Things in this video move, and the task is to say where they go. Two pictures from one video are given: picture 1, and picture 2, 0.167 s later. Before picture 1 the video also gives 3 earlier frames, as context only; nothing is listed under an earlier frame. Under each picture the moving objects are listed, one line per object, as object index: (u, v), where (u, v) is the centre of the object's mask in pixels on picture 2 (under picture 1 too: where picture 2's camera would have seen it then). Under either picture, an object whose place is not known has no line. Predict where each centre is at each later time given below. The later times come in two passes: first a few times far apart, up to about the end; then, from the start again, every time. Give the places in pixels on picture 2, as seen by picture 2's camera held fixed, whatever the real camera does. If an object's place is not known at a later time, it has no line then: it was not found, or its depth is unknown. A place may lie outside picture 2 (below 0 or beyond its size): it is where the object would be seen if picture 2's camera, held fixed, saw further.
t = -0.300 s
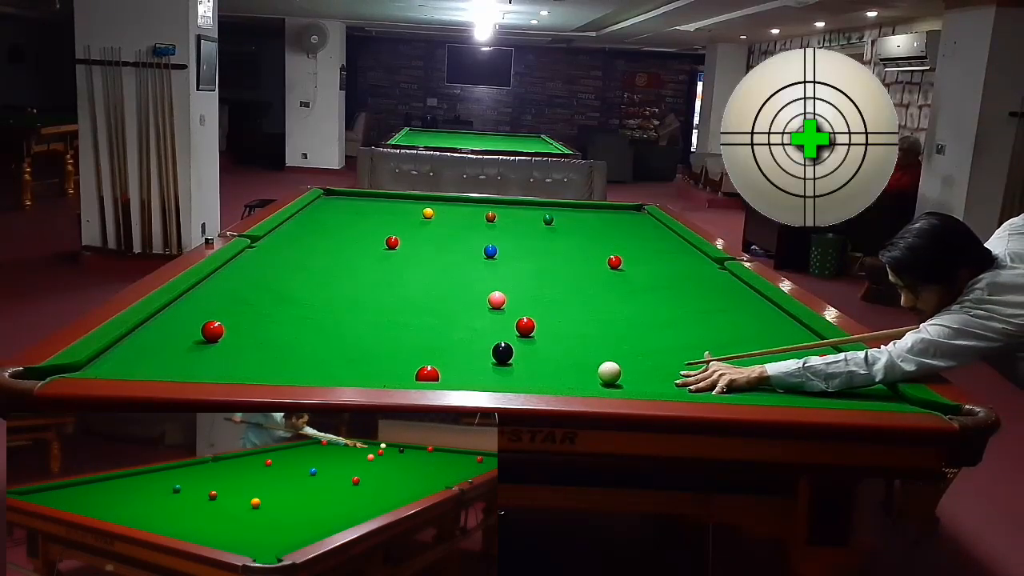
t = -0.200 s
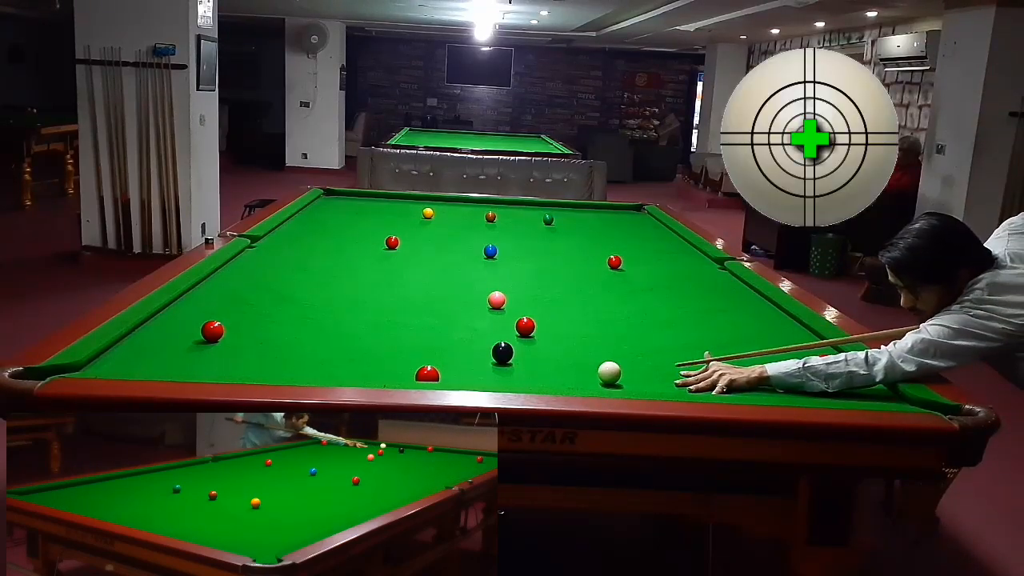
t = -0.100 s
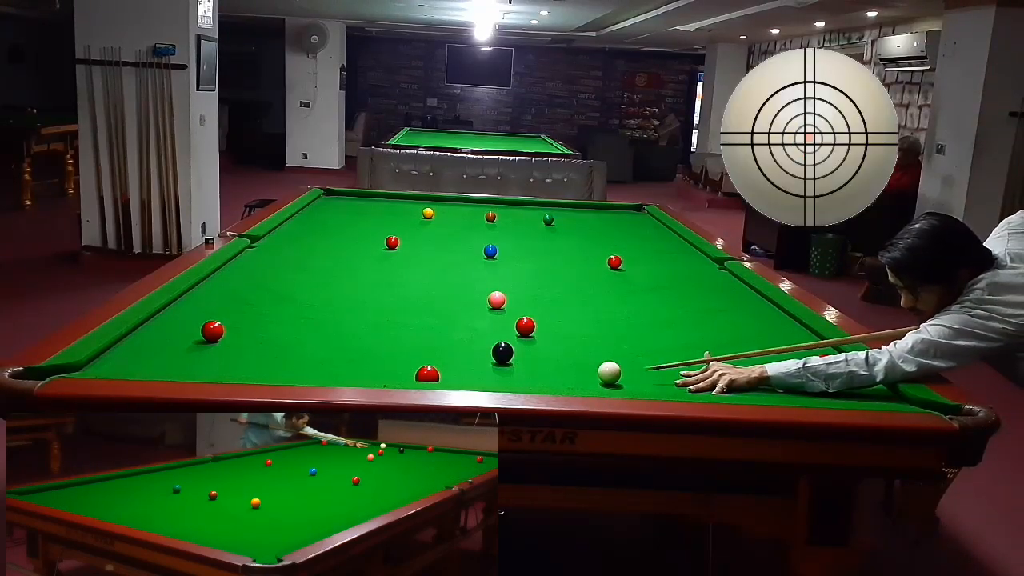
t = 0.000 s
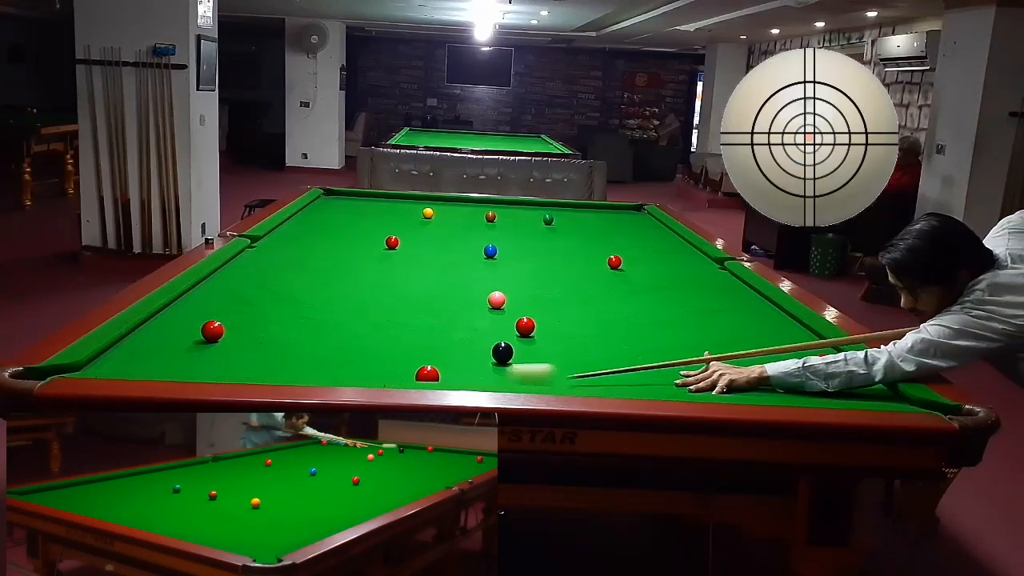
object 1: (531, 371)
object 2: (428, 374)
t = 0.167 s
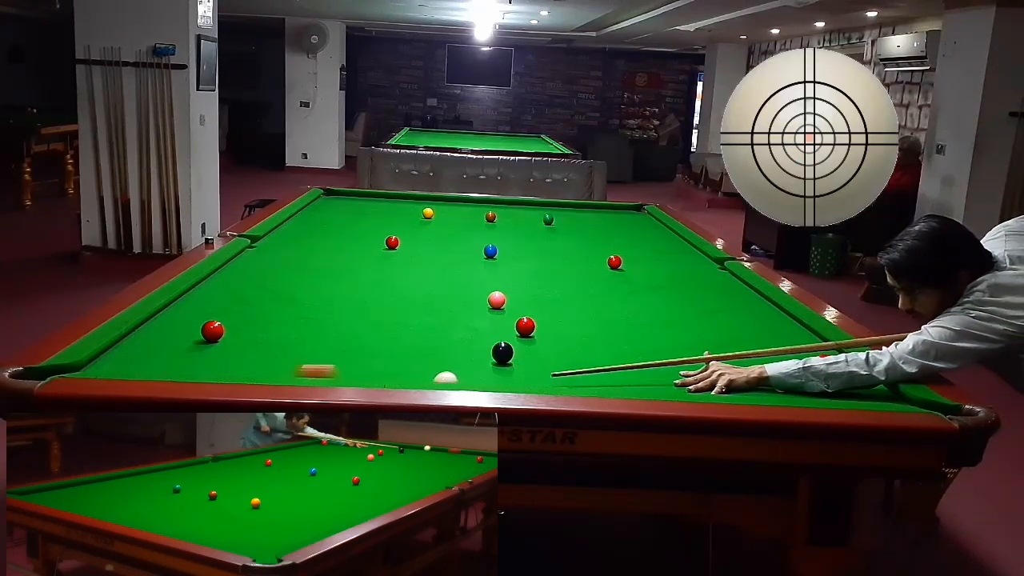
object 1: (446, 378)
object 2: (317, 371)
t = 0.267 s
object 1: (441, 377)
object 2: (216, 369)
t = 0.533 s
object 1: (433, 371)
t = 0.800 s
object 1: (426, 365)
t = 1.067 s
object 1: (420, 359)
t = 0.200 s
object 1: (443, 378)
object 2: (282, 370)
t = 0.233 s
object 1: (442, 377)
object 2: (248, 369)
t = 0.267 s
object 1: (441, 377)
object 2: (216, 369)
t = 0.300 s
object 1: (440, 376)
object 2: (185, 368)
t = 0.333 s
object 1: (439, 375)
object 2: (156, 367)
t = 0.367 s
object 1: (438, 374)
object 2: (128, 367)
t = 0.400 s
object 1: (437, 374)
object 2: (99, 366)
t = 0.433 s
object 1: (436, 373)
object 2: (69, 368)
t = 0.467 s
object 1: (435, 373)
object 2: (59, 372)
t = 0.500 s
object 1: (434, 372)
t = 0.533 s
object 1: (433, 371)
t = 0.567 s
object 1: (432, 371)
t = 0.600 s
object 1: (431, 370)
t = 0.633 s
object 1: (430, 369)
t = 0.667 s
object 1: (429, 368)
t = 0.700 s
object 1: (429, 367)
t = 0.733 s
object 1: (428, 367)
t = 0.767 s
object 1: (427, 366)
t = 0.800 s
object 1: (426, 365)
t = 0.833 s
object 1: (425, 364)
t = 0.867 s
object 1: (424, 363)
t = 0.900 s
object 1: (424, 362)
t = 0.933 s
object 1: (423, 362)
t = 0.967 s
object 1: (422, 361)
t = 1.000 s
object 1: (421, 360)
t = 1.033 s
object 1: (421, 359)
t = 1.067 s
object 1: (420, 359)
